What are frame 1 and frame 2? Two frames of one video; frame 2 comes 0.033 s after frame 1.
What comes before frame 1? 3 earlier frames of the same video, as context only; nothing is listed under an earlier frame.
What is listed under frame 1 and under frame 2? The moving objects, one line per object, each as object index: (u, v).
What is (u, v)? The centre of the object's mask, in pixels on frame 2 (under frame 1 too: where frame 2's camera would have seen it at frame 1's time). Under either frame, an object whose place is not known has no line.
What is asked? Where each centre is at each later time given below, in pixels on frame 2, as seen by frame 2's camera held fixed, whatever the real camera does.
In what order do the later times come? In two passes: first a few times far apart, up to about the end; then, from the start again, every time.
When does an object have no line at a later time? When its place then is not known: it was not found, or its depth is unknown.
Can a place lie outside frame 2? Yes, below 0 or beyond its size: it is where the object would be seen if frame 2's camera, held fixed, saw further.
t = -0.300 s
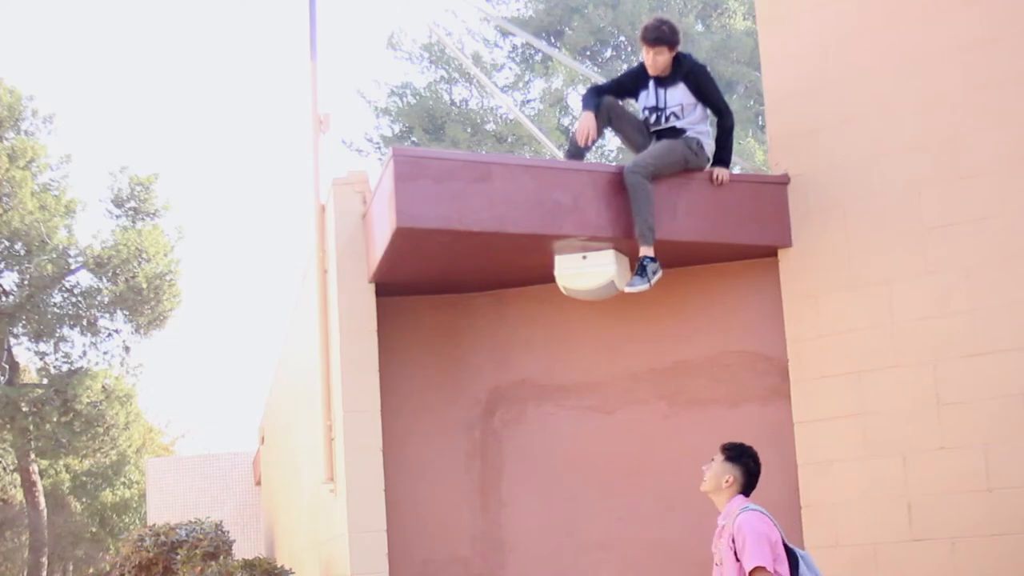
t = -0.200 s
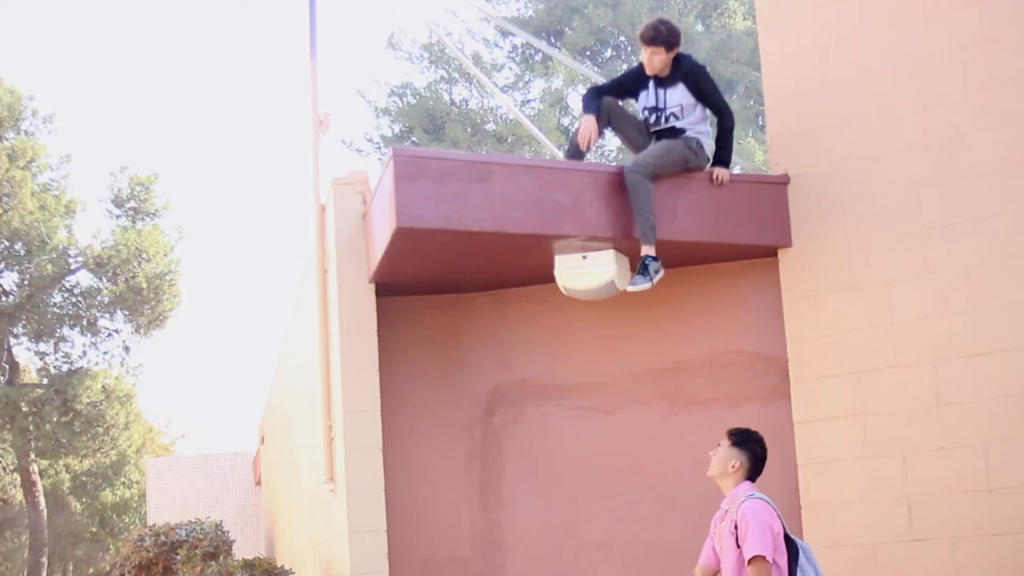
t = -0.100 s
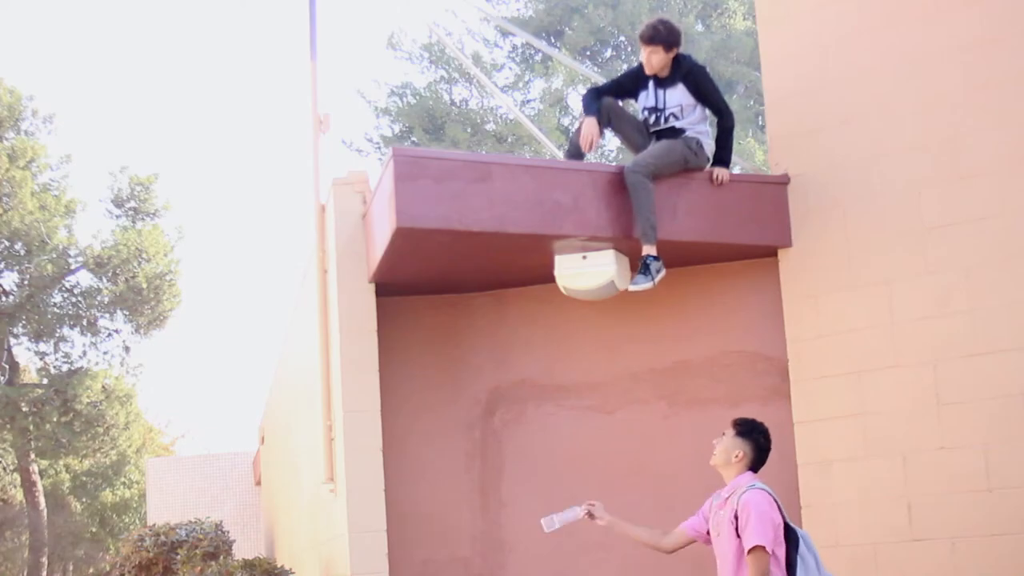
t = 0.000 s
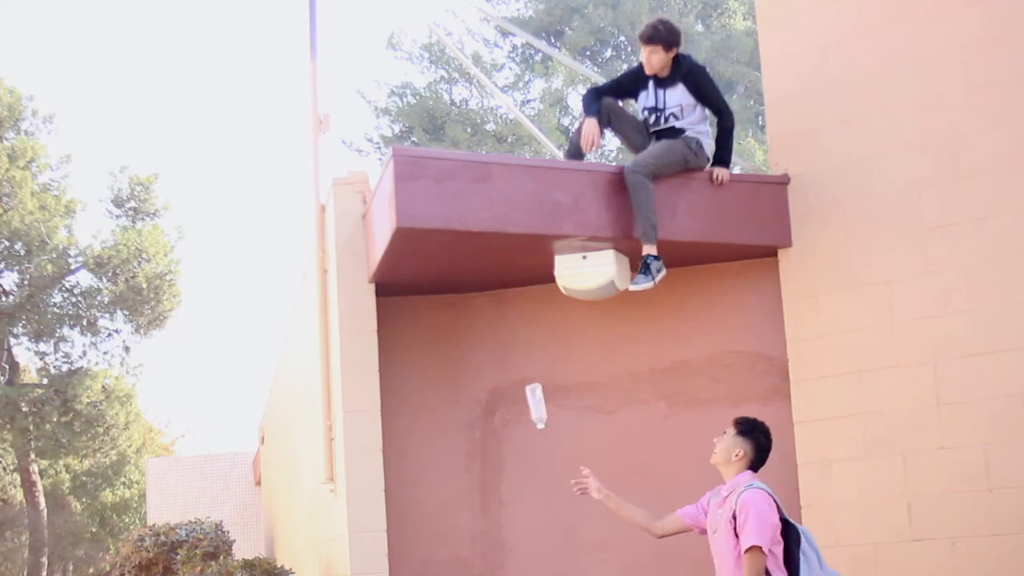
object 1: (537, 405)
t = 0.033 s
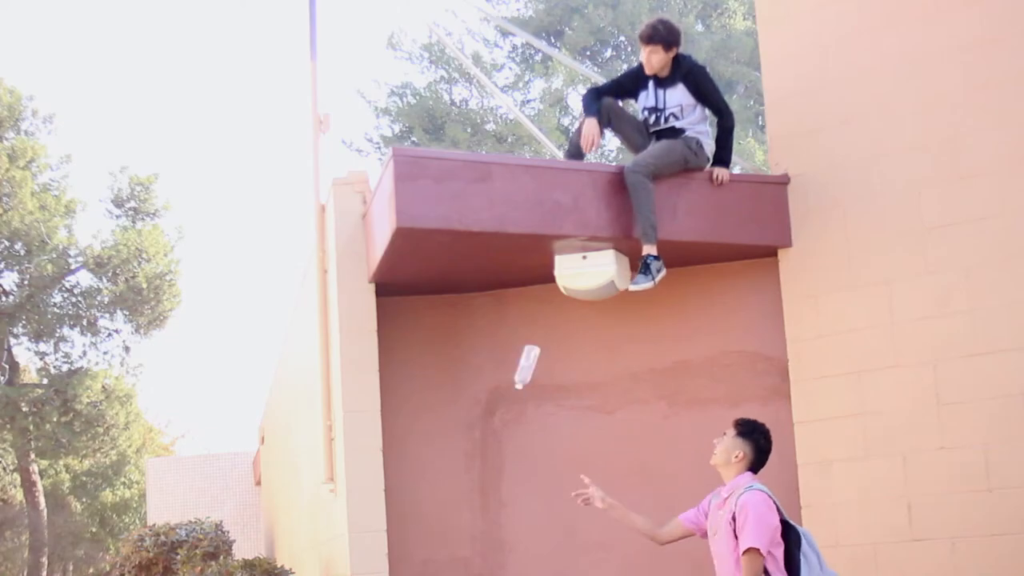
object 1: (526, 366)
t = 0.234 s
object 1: (499, 184)
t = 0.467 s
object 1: (484, 100)
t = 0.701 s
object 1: (472, 132)
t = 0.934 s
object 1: (469, 134)
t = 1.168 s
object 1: (462, 133)
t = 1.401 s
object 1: (461, 133)
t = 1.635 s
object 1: (461, 133)
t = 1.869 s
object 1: (462, 133)
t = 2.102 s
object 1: (461, 133)
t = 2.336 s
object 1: (461, 133)
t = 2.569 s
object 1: (461, 133)
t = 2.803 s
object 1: (461, 134)
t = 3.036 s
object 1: (461, 133)
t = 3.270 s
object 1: (461, 133)
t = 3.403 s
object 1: (461, 133)
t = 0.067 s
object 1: (518, 328)
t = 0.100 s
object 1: (513, 293)
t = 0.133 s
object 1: (508, 260)
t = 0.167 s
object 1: (505, 232)
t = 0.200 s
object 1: (502, 206)
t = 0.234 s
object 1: (499, 184)
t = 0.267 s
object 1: (497, 164)
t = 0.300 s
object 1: (494, 147)
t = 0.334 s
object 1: (492, 133)
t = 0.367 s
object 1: (489, 120)
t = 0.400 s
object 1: (487, 112)
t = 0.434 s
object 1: (485, 106)
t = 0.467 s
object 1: (484, 100)
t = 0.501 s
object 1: (483, 101)
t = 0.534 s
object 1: (481, 97)
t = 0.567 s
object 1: (478, 101)
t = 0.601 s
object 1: (477, 104)
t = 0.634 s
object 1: (475, 111)
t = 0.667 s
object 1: (474, 119)
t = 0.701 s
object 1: (472, 132)
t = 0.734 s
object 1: (473, 133)
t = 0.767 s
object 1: (472, 134)
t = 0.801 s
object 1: (471, 134)
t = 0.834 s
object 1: (471, 134)
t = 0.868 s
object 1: (471, 134)
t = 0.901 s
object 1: (470, 134)
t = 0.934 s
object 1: (469, 134)
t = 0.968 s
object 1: (467, 134)
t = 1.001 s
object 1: (465, 134)
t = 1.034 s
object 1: (464, 134)
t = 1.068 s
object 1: (462, 134)
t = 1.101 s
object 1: (460, 134)
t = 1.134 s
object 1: (461, 133)
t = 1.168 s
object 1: (462, 133)
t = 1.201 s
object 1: (462, 133)
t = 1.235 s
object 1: (461, 133)
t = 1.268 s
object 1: (460, 133)
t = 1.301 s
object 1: (461, 133)
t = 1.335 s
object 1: (462, 133)
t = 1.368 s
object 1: (461, 134)
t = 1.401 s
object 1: (461, 133)
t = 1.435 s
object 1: (461, 133)
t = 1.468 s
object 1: (462, 133)
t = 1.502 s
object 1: (461, 133)
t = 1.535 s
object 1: (461, 133)
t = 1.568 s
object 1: (461, 133)
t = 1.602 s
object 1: (461, 133)
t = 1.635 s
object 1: (461, 133)
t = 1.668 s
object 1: (461, 133)
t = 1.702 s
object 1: (461, 133)
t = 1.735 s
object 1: (461, 133)
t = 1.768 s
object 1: (462, 133)
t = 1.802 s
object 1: (461, 133)
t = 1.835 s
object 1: (461, 133)
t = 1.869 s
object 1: (462, 133)
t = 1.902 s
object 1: (461, 134)
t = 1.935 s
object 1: (462, 133)
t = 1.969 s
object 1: (461, 133)
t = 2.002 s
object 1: (461, 133)
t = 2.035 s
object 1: (461, 133)
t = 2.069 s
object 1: (461, 133)
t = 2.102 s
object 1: (461, 133)
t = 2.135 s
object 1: (461, 133)
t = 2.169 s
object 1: (461, 133)
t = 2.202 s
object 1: (461, 133)
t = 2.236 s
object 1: (461, 133)
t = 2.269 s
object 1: (461, 133)
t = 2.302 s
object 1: (461, 133)
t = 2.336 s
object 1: (461, 133)
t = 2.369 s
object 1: (461, 133)
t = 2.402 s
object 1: (461, 133)
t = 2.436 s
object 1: (461, 133)
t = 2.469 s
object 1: (461, 133)
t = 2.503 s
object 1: (461, 133)
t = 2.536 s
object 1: (461, 133)
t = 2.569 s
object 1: (461, 133)
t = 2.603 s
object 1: (461, 133)
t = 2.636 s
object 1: (461, 133)
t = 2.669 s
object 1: (461, 133)
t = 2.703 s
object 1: (461, 133)
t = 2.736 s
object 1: (461, 133)
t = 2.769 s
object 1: (461, 133)
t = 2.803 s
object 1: (461, 134)
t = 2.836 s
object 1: (461, 133)
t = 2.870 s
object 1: (461, 134)
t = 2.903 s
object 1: (461, 134)
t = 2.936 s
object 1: (461, 134)
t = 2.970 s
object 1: (461, 133)
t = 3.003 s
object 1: (461, 134)
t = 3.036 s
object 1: (461, 133)
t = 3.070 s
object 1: (461, 133)
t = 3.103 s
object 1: (461, 133)
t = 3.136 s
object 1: (461, 133)
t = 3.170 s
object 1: (461, 133)
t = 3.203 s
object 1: (461, 133)
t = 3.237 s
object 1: (461, 133)
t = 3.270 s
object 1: (461, 133)
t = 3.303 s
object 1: (461, 133)
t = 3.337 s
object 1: (461, 133)
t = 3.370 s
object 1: (461, 133)
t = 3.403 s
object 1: (461, 133)
